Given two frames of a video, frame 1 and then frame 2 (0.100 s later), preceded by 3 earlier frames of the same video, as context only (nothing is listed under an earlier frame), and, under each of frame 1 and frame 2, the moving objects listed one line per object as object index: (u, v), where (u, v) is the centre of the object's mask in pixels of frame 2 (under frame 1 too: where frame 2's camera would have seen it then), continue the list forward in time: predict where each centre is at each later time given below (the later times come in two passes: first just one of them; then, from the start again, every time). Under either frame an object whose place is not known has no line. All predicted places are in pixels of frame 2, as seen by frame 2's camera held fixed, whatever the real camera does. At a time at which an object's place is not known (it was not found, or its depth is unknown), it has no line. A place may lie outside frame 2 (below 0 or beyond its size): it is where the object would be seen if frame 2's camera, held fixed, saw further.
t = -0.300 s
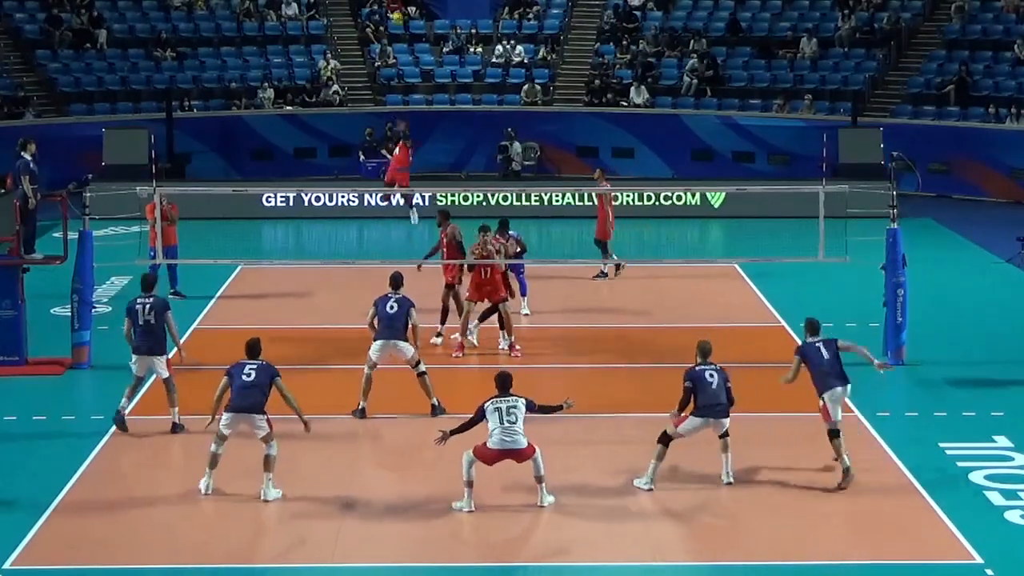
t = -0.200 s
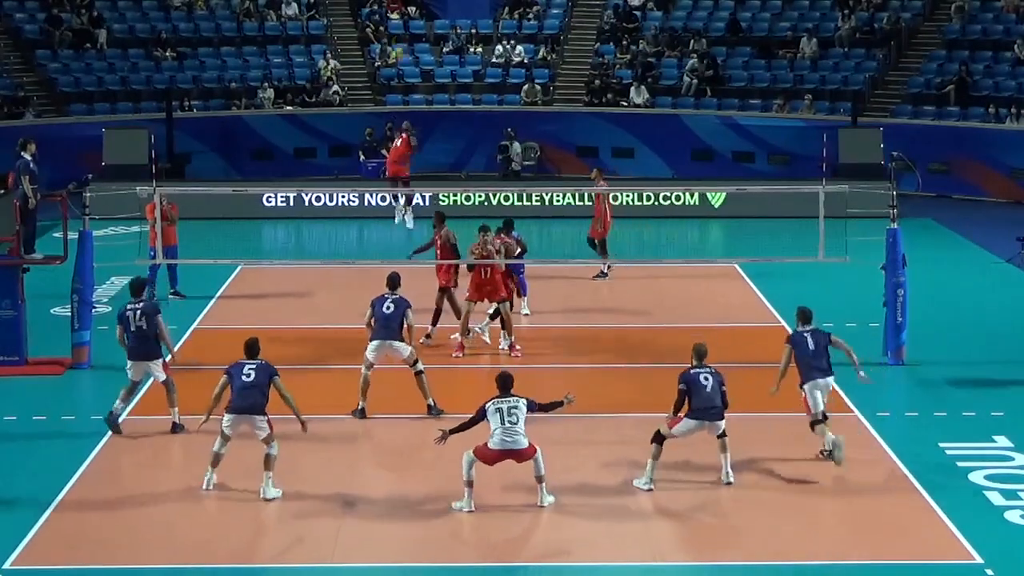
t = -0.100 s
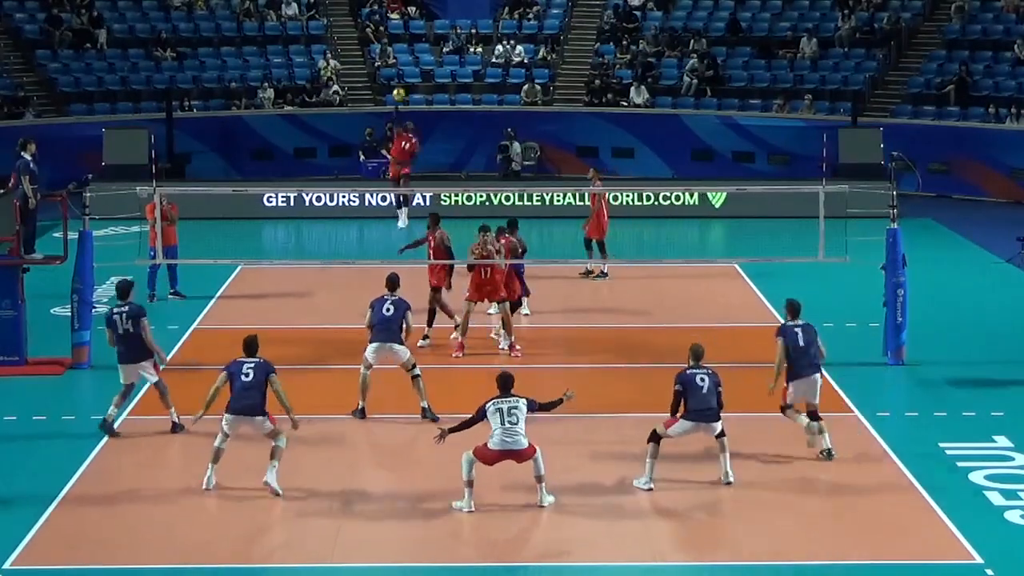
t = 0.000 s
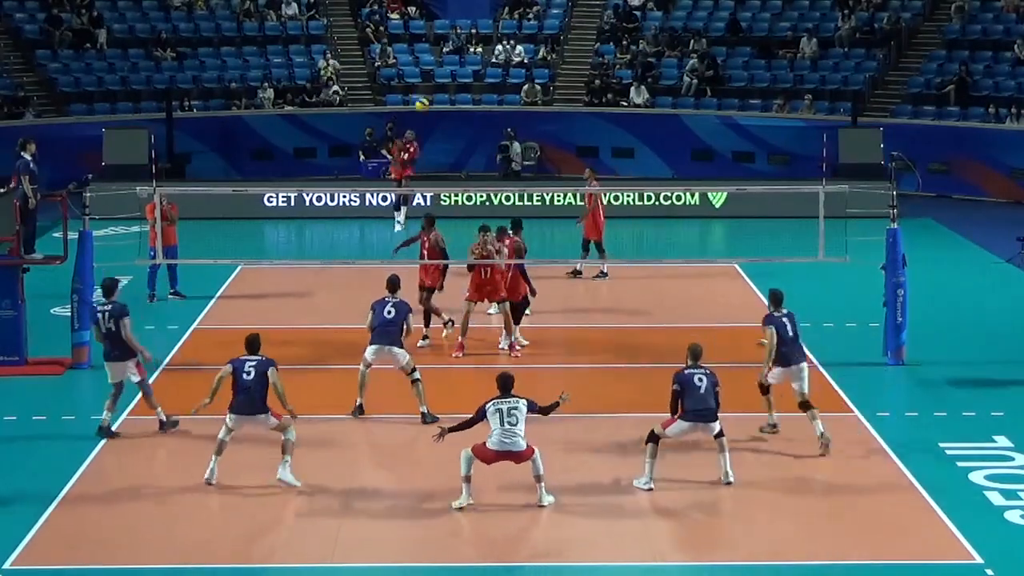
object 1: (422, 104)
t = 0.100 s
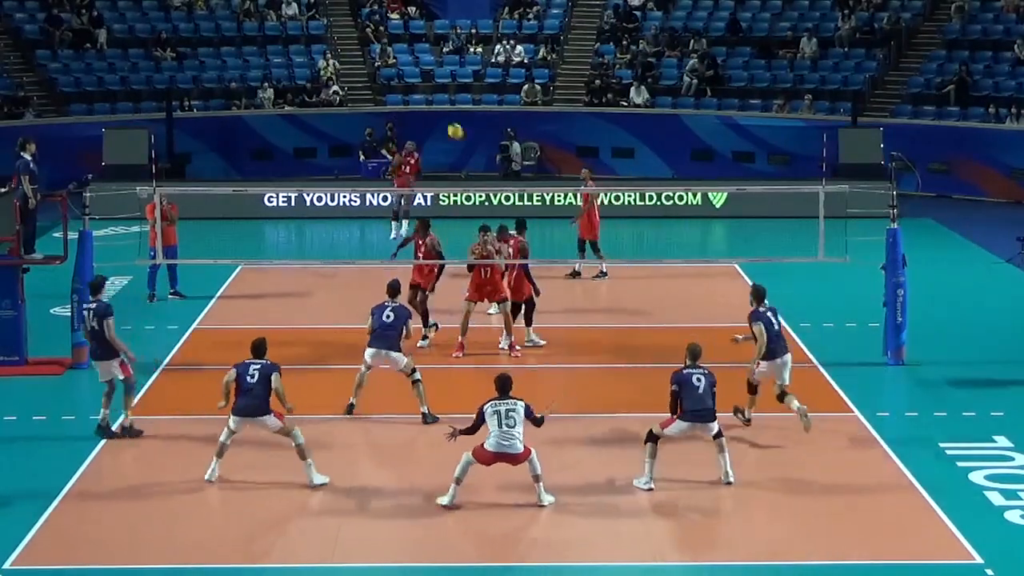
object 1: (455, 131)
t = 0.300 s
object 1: (557, 242)
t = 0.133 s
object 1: (469, 144)
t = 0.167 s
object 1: (485, 159)
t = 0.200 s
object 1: (501, 175)
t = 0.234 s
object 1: (519, 196)
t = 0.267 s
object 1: (538, 217)
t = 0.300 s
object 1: (557, 242)
